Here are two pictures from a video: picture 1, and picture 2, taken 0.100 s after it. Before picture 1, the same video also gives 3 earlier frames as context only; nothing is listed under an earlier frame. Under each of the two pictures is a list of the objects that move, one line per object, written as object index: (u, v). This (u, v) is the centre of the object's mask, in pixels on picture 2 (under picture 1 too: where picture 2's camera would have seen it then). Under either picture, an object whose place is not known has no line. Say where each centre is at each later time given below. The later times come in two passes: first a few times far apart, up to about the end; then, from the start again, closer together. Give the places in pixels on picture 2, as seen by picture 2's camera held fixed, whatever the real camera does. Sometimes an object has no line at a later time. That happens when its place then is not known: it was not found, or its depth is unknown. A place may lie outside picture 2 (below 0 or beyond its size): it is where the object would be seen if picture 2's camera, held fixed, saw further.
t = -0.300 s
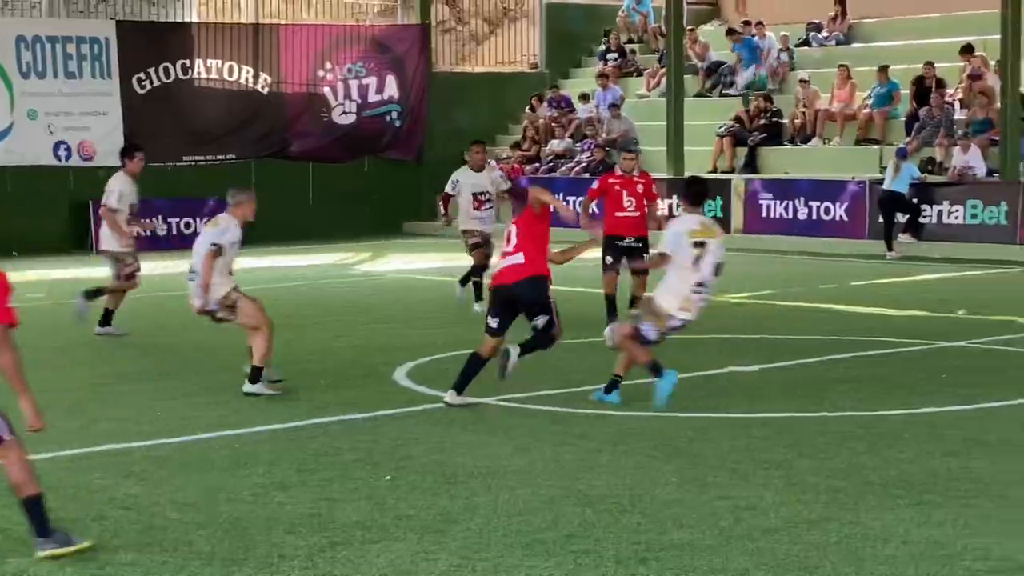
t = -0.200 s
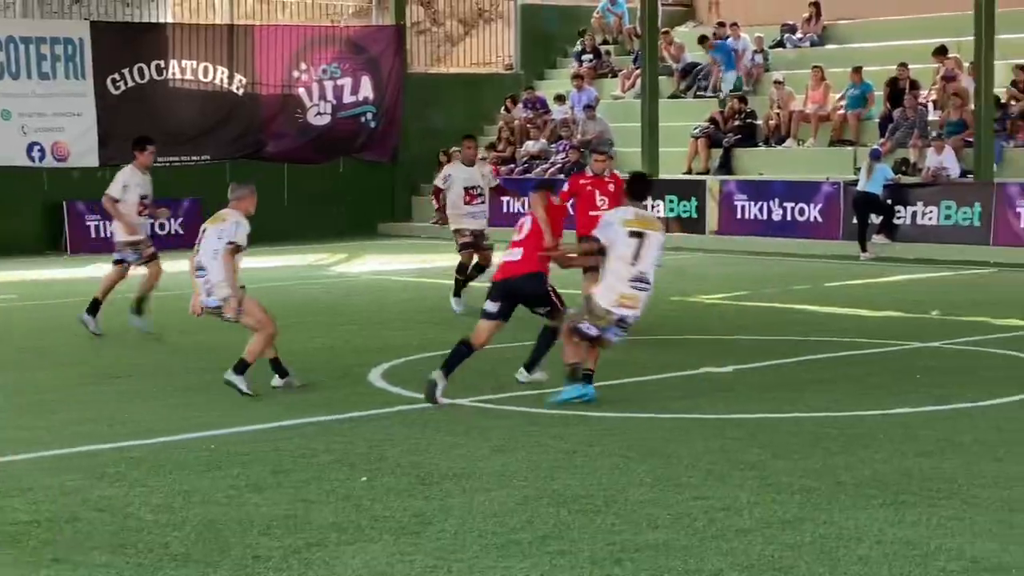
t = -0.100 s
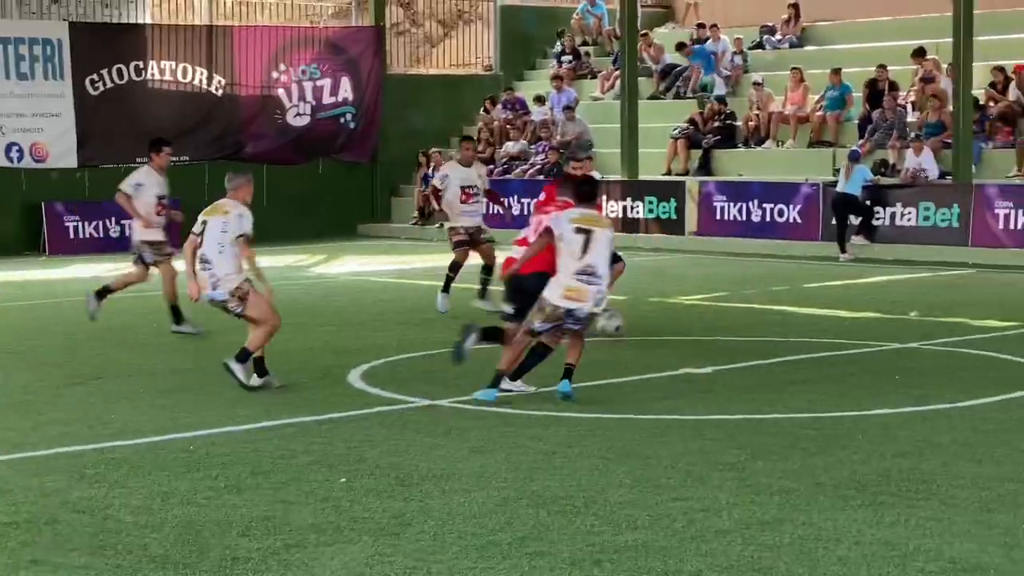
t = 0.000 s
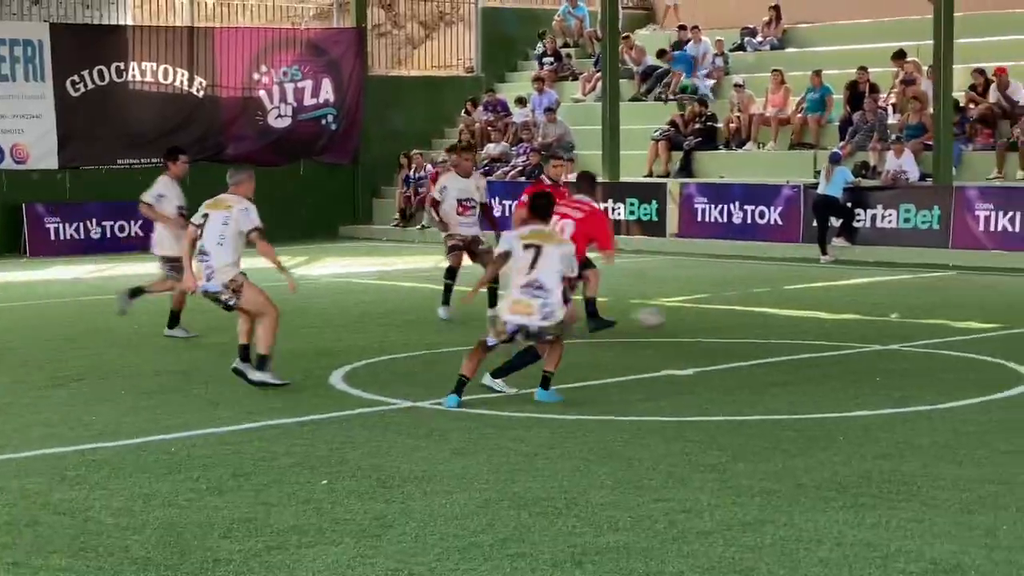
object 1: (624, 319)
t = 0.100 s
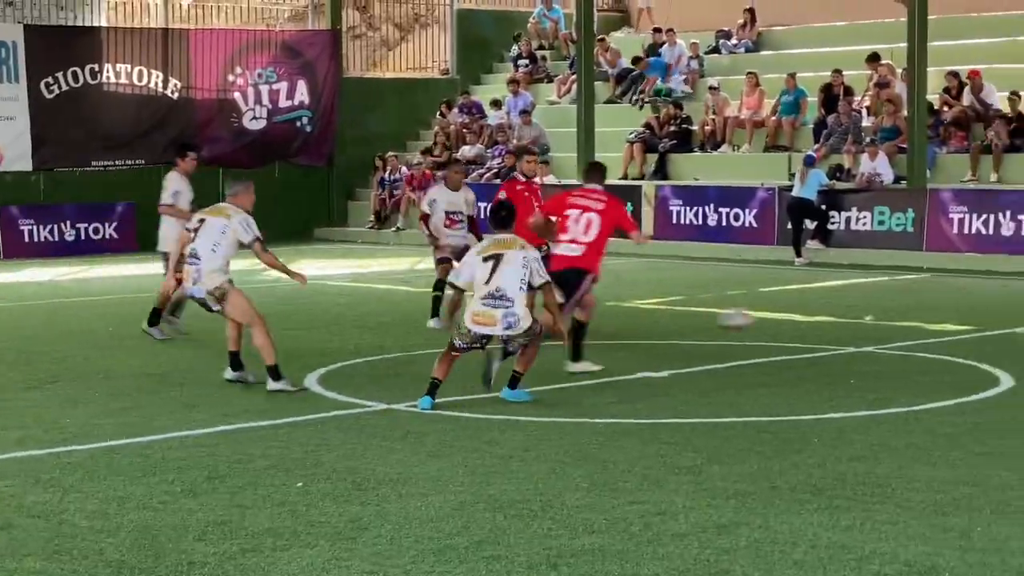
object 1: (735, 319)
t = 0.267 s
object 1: (955, 342)
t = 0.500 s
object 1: (1266, 352)
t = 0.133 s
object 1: (776, 321)
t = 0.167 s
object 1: (820, 326)
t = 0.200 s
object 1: (863, 328)
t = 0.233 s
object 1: (907, 333)
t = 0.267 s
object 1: (955, 342)
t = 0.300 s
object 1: (1003, 351)
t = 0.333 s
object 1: (1050, 357)
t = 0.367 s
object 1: (1092, 352)
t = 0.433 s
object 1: (1173, 349)
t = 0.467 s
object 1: (1219, 350)
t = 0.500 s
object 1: (1266, 352)
